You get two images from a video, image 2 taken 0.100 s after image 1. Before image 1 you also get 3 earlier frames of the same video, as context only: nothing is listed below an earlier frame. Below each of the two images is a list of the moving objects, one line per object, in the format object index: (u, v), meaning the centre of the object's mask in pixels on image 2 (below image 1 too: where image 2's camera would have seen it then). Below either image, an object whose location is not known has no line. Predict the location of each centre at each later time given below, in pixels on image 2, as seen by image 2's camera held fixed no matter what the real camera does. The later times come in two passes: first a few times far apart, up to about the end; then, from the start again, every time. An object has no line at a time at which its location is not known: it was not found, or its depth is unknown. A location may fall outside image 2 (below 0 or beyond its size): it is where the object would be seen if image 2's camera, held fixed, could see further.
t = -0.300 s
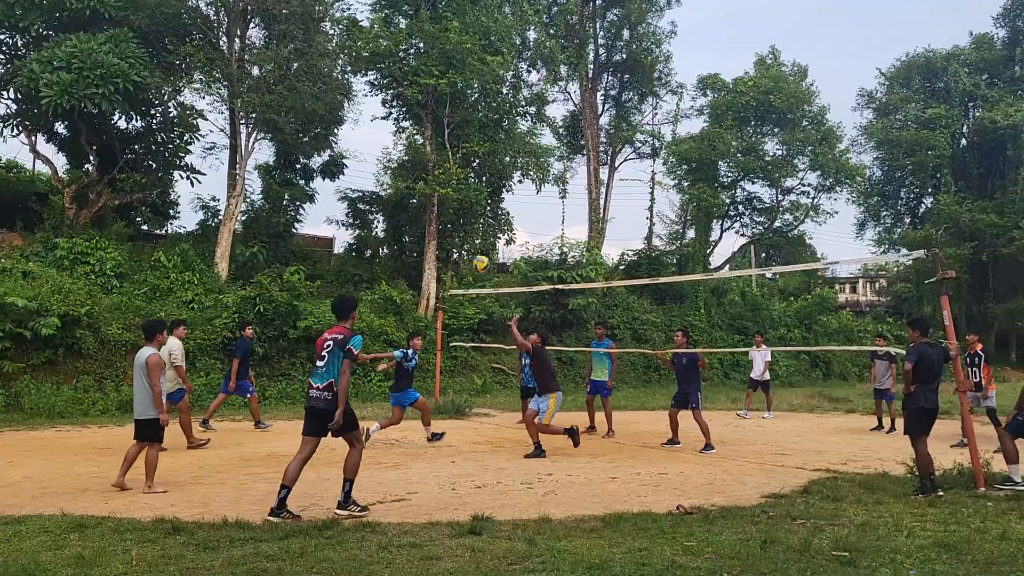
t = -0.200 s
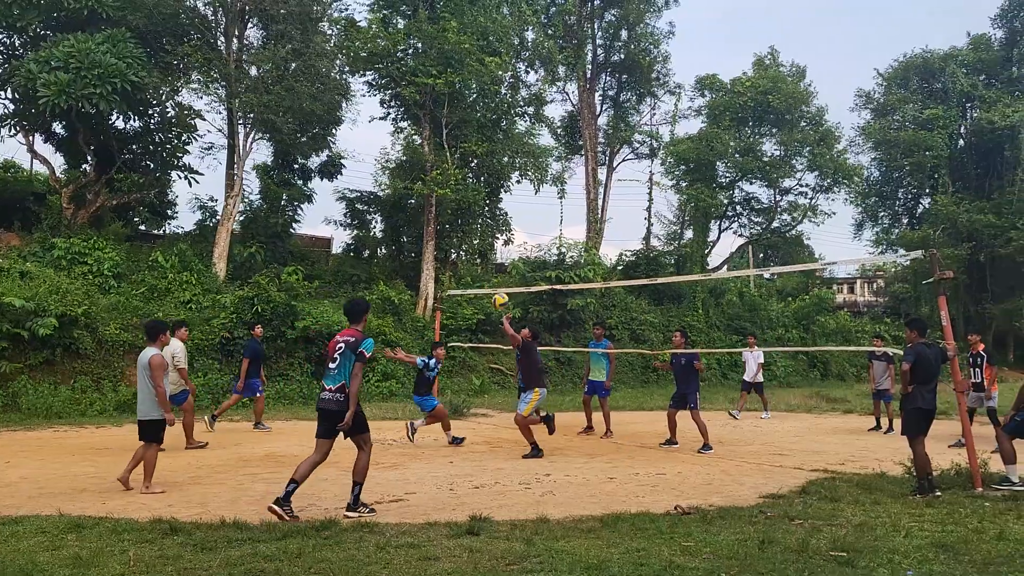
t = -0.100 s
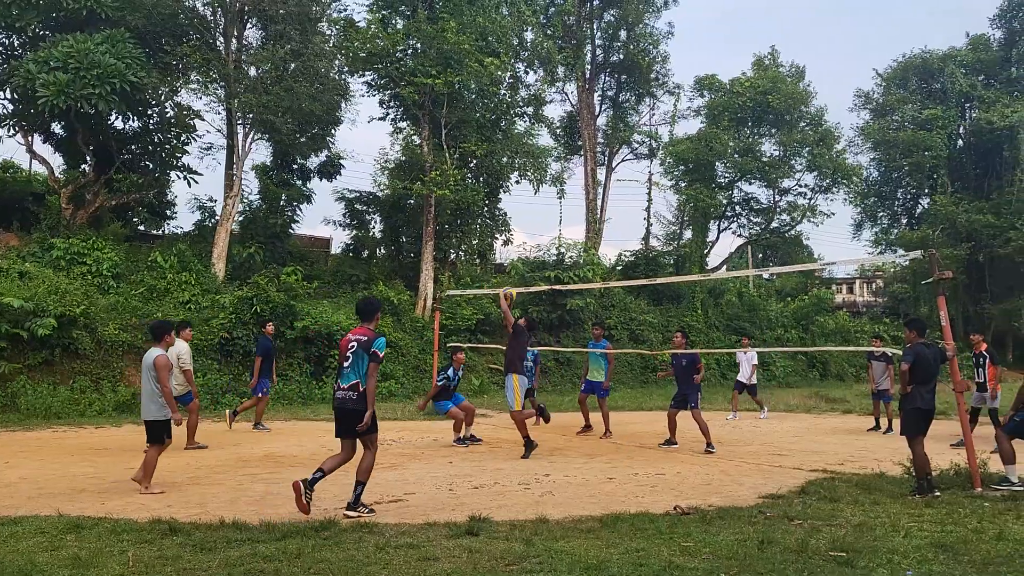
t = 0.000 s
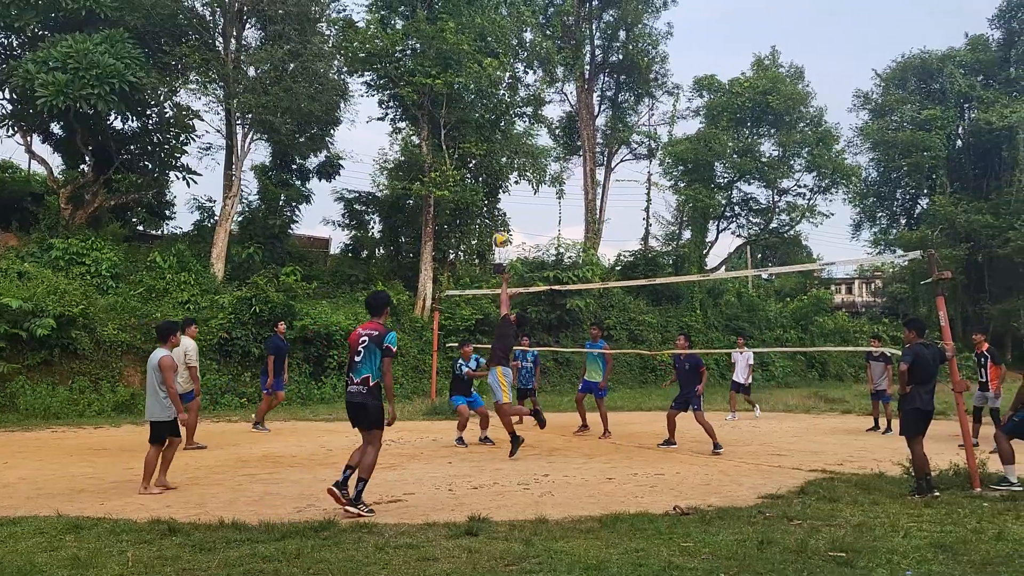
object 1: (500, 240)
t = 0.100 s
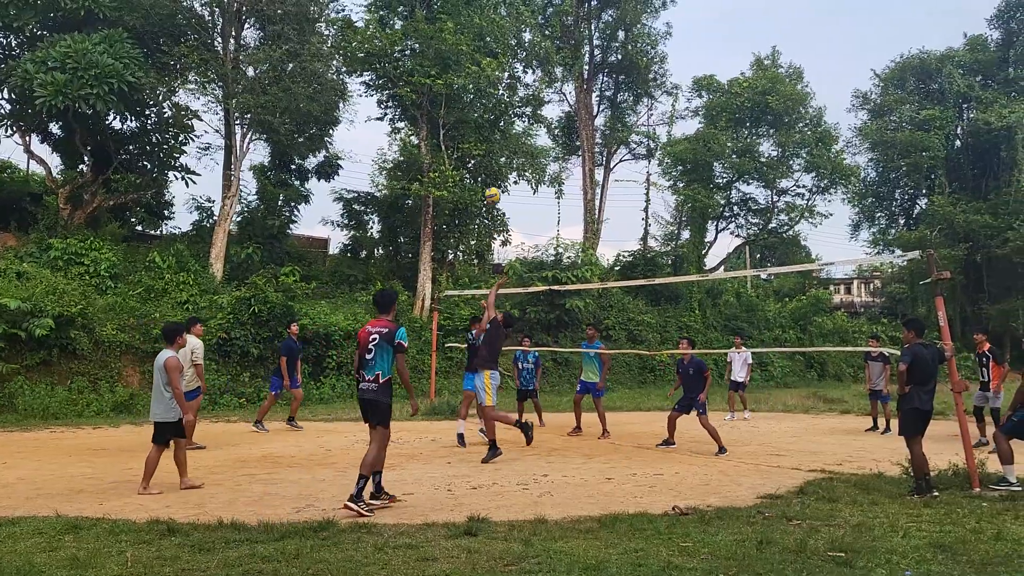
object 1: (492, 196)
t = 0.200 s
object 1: (486, 159)
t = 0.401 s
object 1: (475, 113)
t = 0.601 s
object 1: (464, 96)
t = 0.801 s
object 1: (453, 105)
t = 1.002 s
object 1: (443, 139)
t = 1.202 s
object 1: (433, 194)
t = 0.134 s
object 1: (491, 182)
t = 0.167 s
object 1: (489, 170)
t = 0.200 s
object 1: (486, 159)
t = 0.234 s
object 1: (485, 149)
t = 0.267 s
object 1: (482, 141)
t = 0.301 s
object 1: (480, 132)
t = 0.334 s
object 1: (478, 125)
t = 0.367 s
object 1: (476, 118)
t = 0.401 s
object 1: (475, 113)
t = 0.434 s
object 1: (473, 108)
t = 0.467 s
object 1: (471, 104)
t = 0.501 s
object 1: (469, 101)
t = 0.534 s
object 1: (467, 98)
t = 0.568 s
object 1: (465, 96)
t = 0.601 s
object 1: (464, 96)
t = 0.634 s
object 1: (462, 96)
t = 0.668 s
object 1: (461, 96)
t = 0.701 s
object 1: (459, 97)
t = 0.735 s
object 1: (457, 99)
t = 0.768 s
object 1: (455, 102)
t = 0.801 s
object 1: (453, 105)
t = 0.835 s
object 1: (451, 110)
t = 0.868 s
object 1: (450, 114)
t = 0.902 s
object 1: (448, 119)
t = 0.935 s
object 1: (446, 126)
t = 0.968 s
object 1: (444, 132)
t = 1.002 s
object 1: (443, 139)
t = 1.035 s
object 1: (441, 147)
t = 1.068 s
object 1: (440, 155)
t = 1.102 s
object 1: (438, 164)
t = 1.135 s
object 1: (436, 174)
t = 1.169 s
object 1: (434, 184)
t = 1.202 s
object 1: (433, 194)
